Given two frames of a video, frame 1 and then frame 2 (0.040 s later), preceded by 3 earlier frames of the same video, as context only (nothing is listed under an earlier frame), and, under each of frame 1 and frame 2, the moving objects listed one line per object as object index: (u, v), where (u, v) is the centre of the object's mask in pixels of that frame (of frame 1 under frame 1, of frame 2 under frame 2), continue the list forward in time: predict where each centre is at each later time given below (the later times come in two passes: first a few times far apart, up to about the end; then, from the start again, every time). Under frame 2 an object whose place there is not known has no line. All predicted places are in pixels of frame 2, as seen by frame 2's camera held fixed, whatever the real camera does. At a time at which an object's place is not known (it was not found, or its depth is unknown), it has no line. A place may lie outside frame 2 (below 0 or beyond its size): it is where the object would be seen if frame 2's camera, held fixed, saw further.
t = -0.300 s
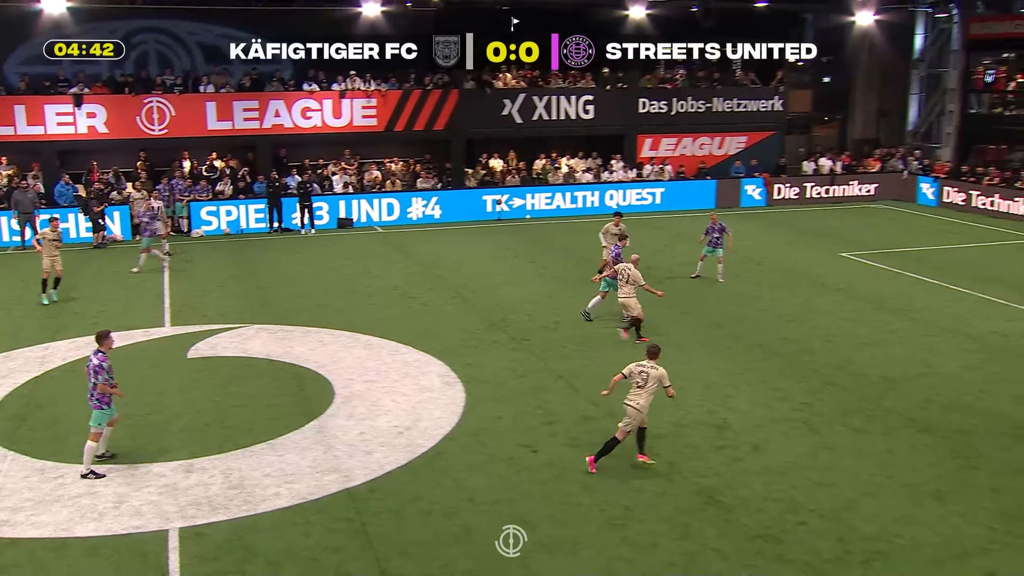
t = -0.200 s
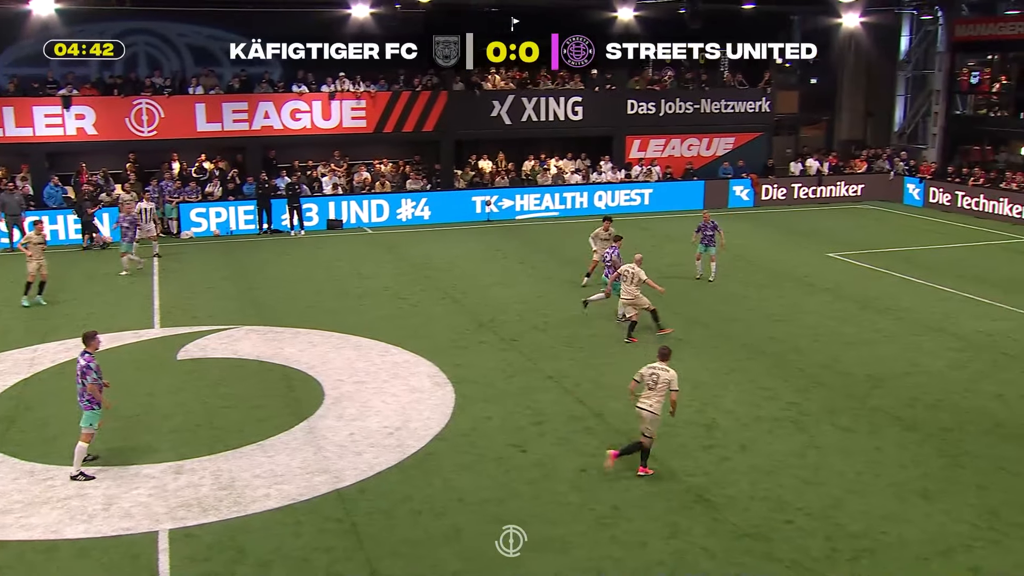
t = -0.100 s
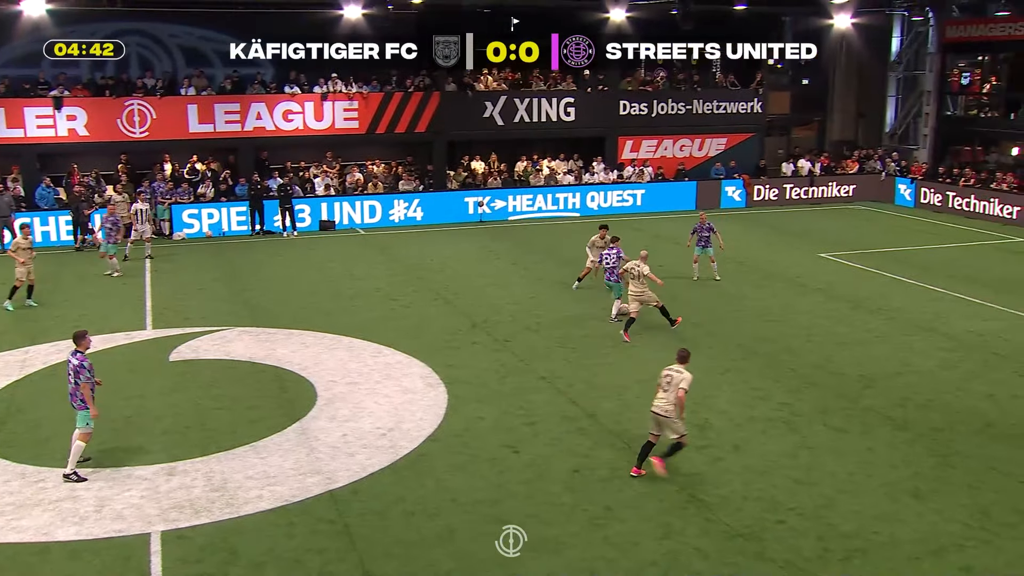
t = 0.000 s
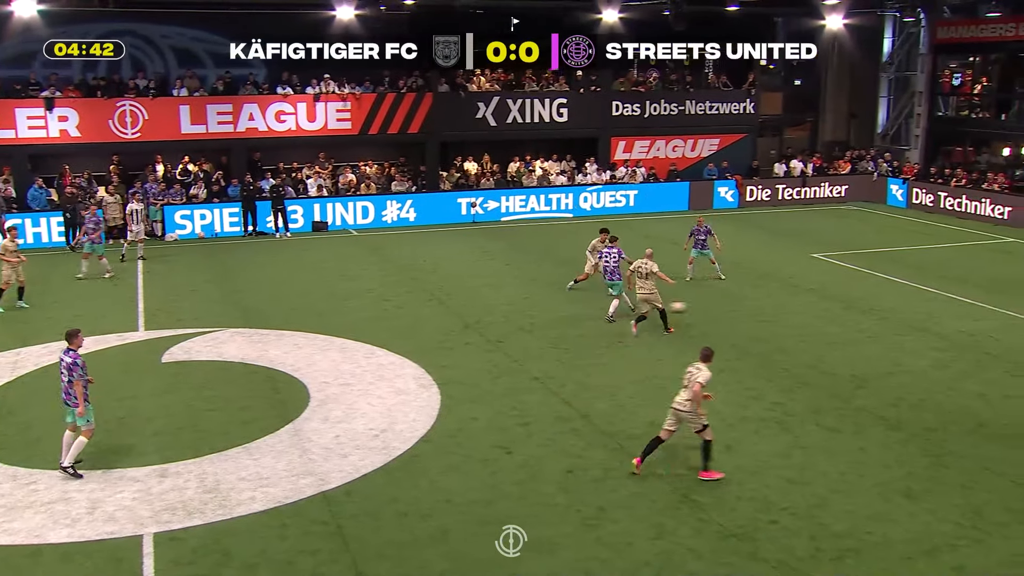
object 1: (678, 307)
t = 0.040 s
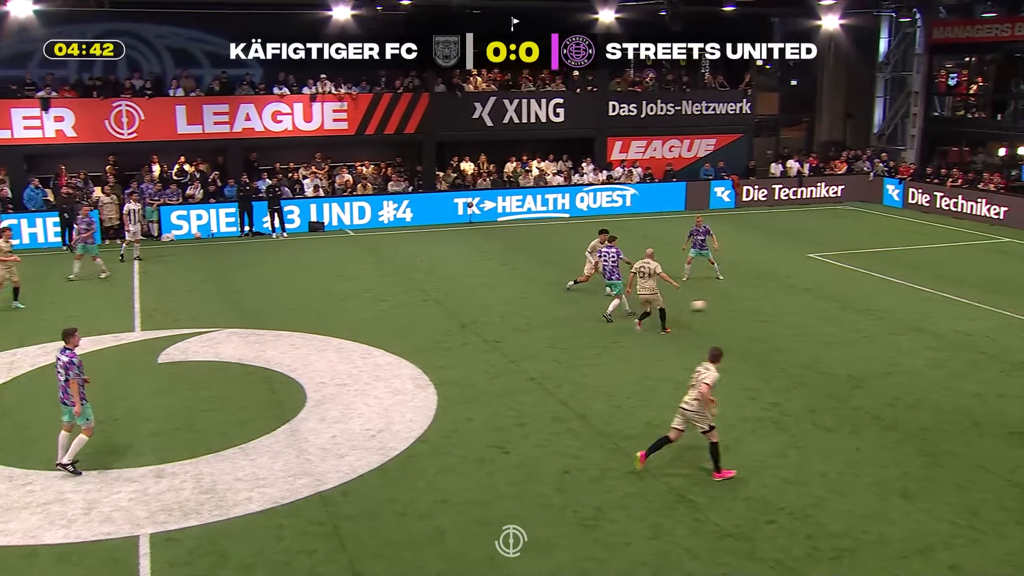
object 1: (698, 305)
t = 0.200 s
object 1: (783, 301)
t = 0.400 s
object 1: (868, 297)
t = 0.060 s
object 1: (710, 305)
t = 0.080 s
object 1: (720, 304)
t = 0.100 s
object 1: (731, 304)
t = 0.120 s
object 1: (742, 304)
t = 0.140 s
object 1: (752, 303)
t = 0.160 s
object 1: (763, 302)
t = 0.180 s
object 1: (773, 301)
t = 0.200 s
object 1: (783, 301)
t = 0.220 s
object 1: (792, 301)
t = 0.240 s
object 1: (802, 300)
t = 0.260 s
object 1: (811, 300)
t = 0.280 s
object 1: (820, 300)
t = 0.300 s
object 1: (828, 299)
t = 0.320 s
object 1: (836, 298)
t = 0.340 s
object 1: (844, 298)
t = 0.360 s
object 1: (852, 298)
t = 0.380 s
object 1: (860, 297)
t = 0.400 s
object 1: (868, 297)
